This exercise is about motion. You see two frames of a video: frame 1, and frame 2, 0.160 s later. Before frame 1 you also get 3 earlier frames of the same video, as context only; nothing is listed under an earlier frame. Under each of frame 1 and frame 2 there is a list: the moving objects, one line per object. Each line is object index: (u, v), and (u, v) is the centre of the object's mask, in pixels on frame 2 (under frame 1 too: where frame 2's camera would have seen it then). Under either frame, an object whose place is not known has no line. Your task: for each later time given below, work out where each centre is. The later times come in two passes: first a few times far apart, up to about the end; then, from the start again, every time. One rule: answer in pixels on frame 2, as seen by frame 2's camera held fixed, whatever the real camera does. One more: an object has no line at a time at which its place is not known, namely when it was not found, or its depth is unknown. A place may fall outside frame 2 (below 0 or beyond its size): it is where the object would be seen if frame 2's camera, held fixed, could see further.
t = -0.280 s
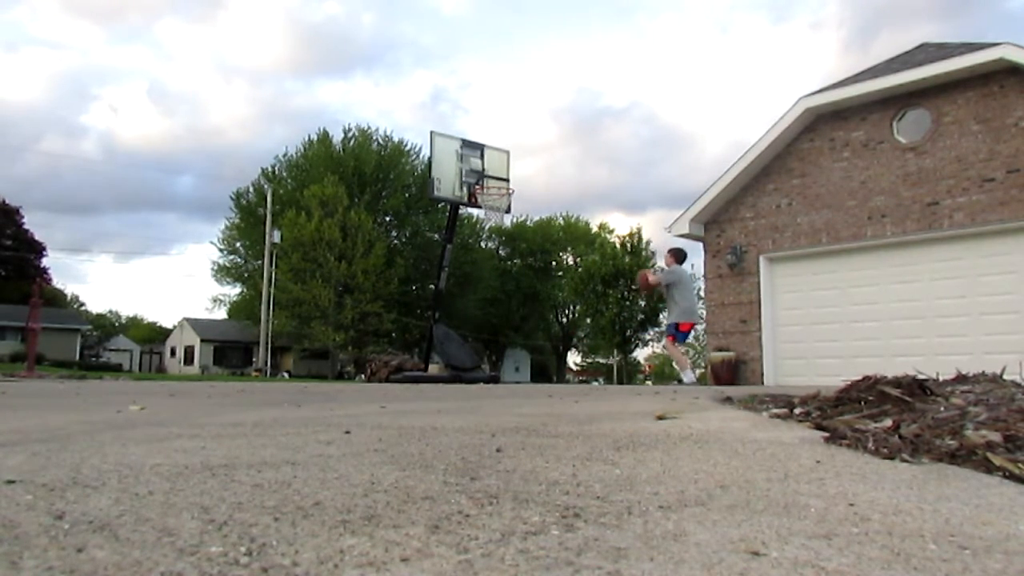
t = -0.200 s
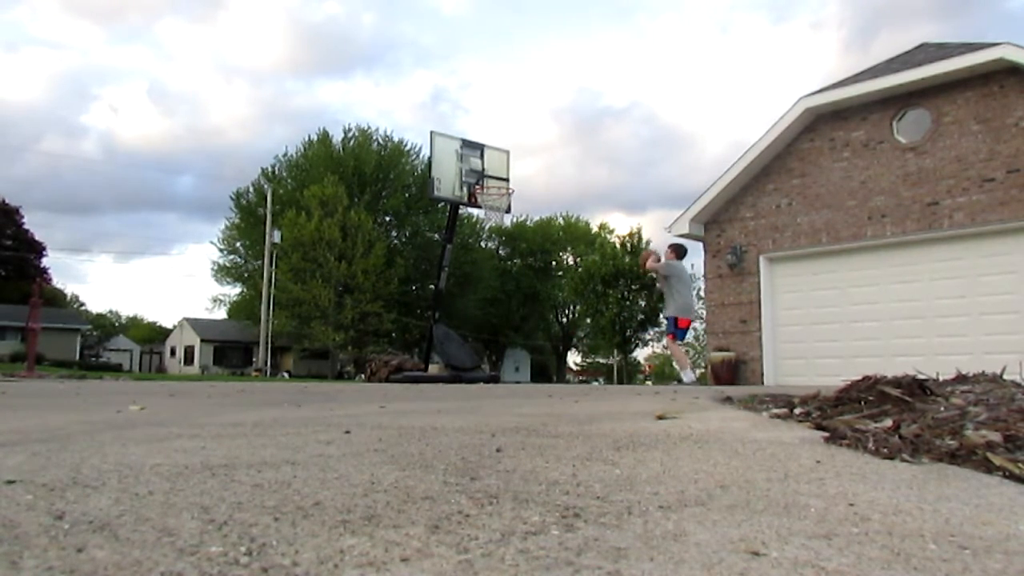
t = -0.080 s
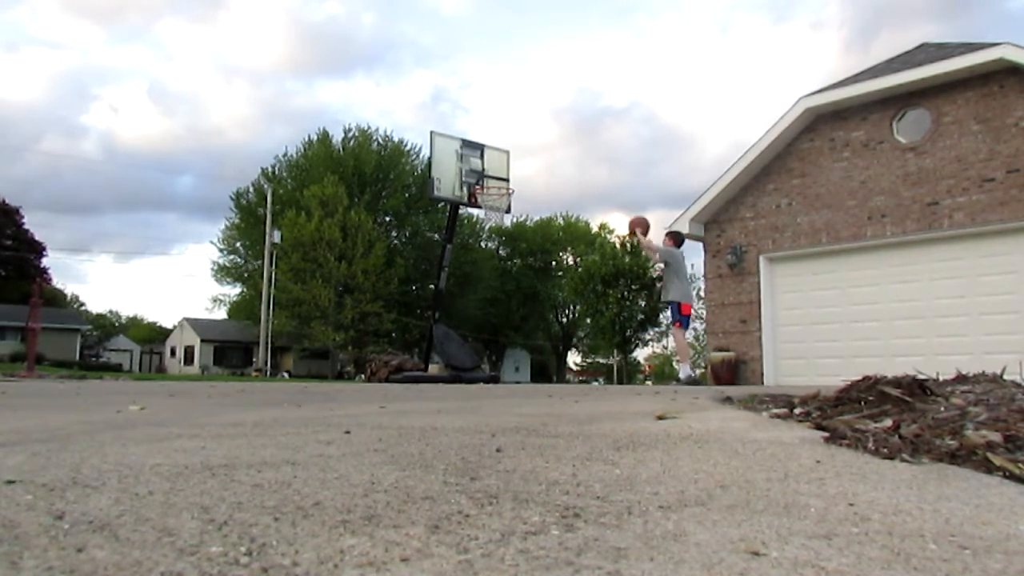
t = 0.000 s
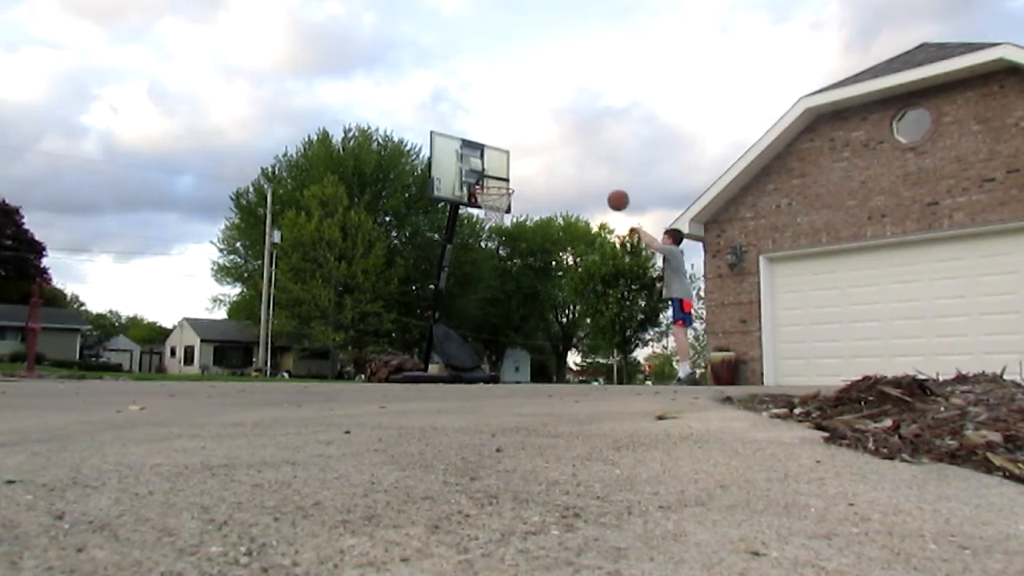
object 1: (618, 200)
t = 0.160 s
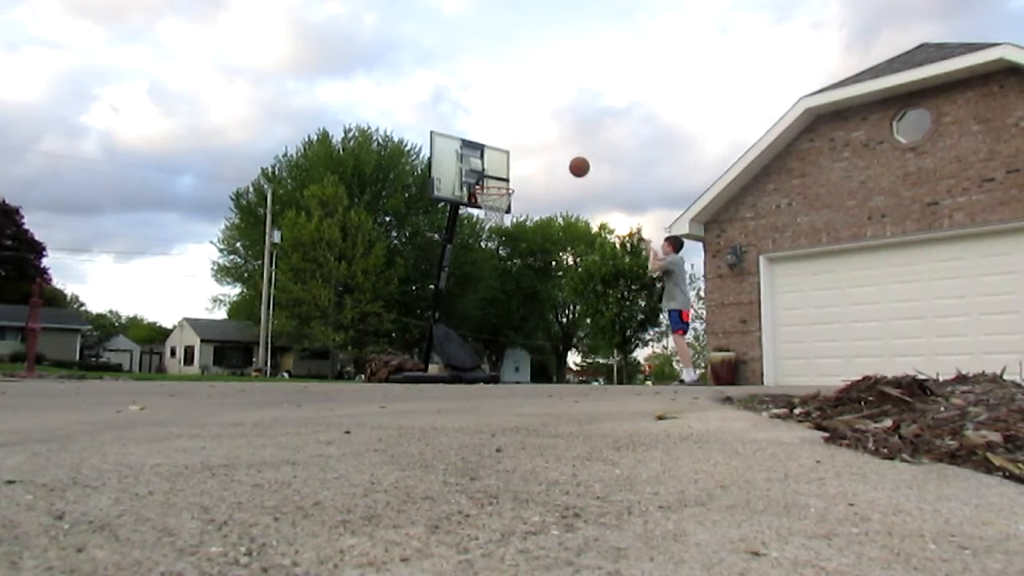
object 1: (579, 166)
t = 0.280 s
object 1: (552, 157)
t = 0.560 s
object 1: (493, 179)
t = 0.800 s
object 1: (479, 160)
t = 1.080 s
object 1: (468, 178)
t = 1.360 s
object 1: (456, 263)
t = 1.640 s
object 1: (442, 340)
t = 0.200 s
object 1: (570, 162)
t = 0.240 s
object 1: (560, 159)
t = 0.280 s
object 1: (552, 157)
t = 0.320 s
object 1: (543, 156)
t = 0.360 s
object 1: (534, 156)
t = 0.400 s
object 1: (526, 159)
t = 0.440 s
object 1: (518, 162)
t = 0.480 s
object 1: (510, 167)
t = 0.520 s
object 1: (502, 172)
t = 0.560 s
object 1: (493, 179)
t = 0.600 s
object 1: (487, 183)
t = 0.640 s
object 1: (486, 177)
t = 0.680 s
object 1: (484, 170)
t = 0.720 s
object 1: (482, 166)
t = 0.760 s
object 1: (481, 163)
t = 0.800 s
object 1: (479, 160)
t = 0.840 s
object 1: (477, 158)
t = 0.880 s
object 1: (476, 158)
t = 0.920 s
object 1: (474, 160)
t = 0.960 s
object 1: (473, 162)
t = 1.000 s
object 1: (471, 167)
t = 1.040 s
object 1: (470, 173)
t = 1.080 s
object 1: (468, 178)
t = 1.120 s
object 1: (466, 187)
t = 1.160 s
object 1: (464, 196)
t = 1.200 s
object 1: (462, 208)
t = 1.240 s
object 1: (460, 220)
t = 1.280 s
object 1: (459, 233)
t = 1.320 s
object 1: (457, 247)
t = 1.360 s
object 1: (456, 263)
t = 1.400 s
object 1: (455, 282)
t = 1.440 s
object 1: (452, 302)
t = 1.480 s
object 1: (450, 322)
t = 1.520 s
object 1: (449, 345)
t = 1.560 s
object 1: (447, 370)
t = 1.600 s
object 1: (445, 360)
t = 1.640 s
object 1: (442, 340)
